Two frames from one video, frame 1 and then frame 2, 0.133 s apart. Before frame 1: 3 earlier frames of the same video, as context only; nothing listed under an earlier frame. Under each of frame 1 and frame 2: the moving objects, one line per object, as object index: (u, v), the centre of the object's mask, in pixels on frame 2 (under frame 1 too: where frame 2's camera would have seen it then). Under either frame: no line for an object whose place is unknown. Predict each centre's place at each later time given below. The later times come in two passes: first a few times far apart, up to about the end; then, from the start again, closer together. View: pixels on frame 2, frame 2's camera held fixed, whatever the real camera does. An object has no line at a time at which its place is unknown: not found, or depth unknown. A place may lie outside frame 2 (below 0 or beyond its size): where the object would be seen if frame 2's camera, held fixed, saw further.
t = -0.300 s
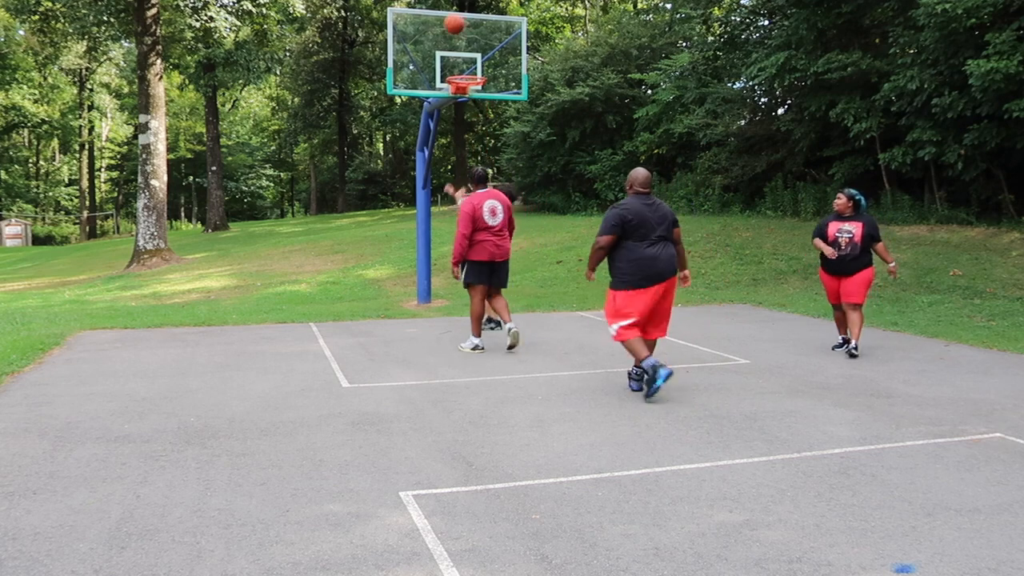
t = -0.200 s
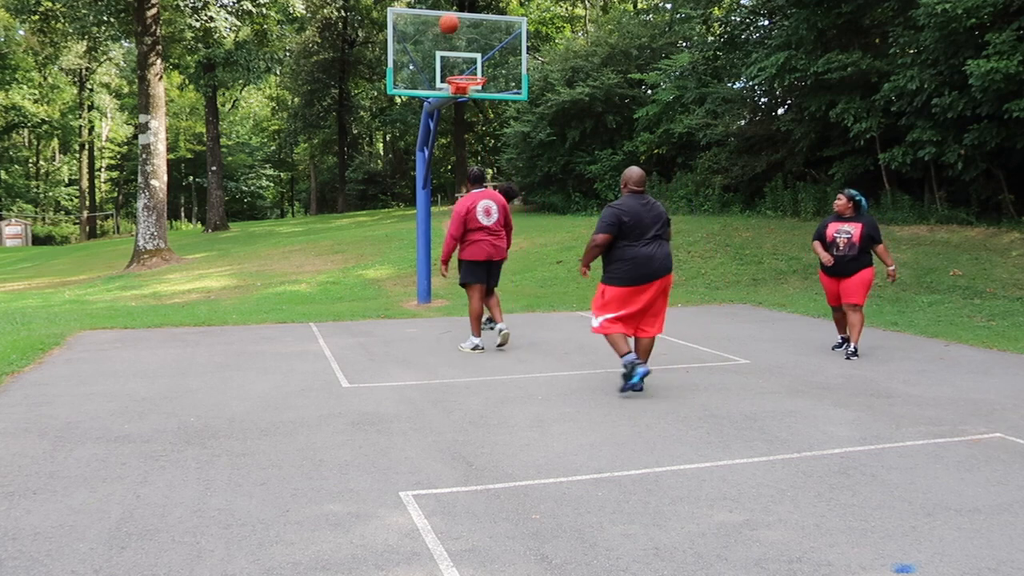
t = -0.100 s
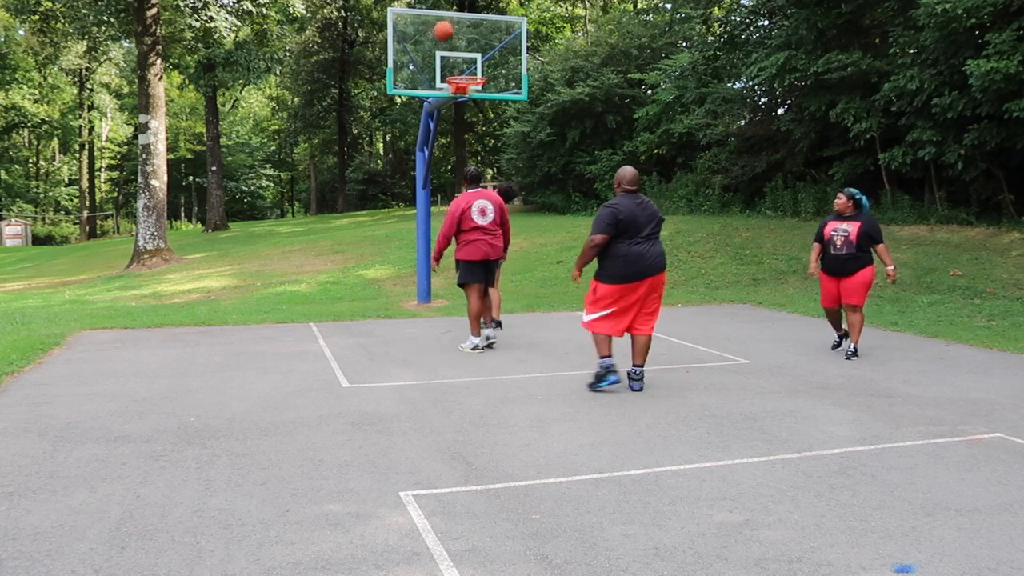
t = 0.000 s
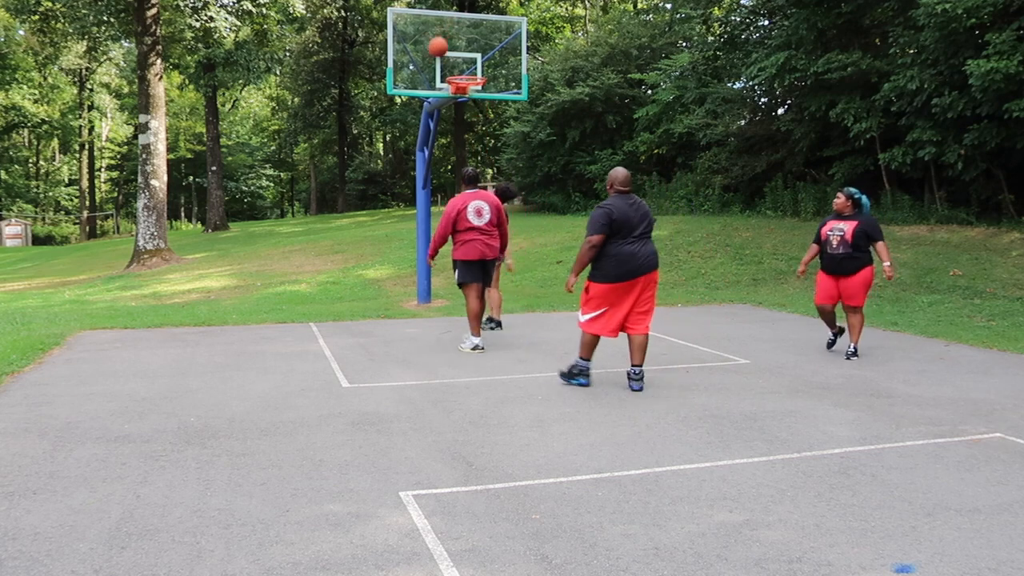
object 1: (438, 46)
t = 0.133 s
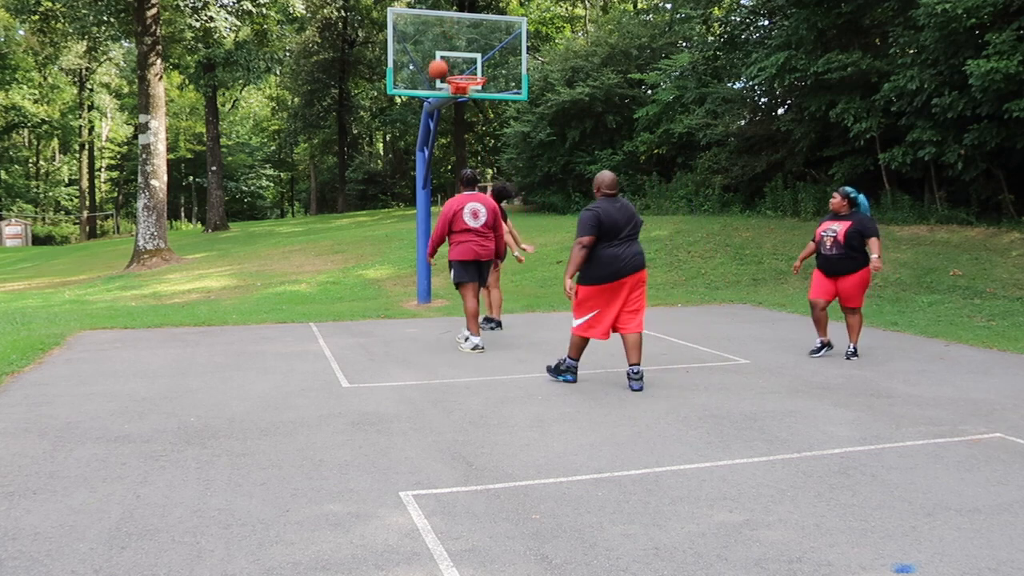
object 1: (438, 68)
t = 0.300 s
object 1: (420, 88)
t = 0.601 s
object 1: (381, 168)
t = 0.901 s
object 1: (343, 319)
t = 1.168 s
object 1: (301, 209)
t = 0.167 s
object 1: (438, 76)
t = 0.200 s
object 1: (433, 78)
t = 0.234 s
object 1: (429, 80)
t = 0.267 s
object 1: (425, 83)
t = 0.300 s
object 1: (420, 88)
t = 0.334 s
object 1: (416, 93)
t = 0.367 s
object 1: (411, 101)
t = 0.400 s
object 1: (408, 107)
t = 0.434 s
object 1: (403, 114)
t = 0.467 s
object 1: (399, 123)
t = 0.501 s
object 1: (394, 133)
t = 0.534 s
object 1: (391, 144)
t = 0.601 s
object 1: (381, 168)
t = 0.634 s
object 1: (377, 182)
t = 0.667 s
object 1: (372, 195)
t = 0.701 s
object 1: (369, 210)
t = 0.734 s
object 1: (365, 228)
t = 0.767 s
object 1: (360, 245)
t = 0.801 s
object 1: (356, 261)
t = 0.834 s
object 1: (352, 282)
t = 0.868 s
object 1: (348, 301)
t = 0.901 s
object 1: (343, 319)
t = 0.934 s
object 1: (338, 304)
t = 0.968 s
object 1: (333, 289)
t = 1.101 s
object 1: (311, 233)
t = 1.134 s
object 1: (306, 220)
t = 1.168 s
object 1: (301, 209)
